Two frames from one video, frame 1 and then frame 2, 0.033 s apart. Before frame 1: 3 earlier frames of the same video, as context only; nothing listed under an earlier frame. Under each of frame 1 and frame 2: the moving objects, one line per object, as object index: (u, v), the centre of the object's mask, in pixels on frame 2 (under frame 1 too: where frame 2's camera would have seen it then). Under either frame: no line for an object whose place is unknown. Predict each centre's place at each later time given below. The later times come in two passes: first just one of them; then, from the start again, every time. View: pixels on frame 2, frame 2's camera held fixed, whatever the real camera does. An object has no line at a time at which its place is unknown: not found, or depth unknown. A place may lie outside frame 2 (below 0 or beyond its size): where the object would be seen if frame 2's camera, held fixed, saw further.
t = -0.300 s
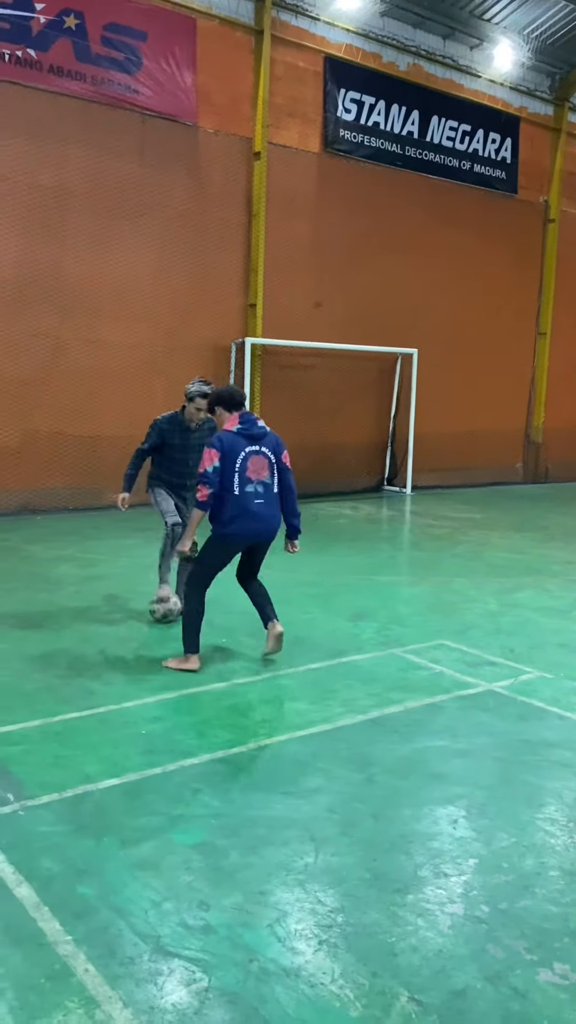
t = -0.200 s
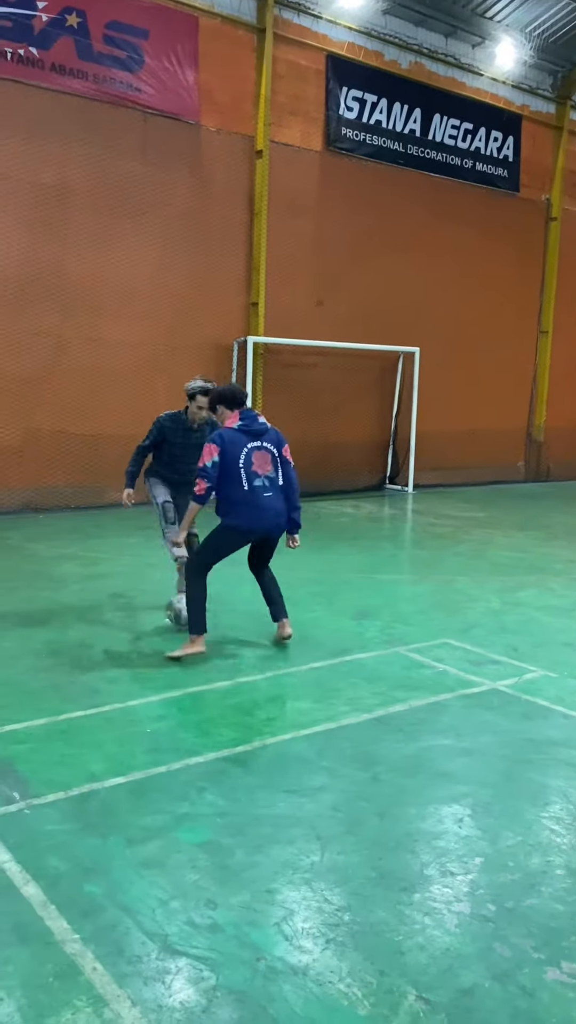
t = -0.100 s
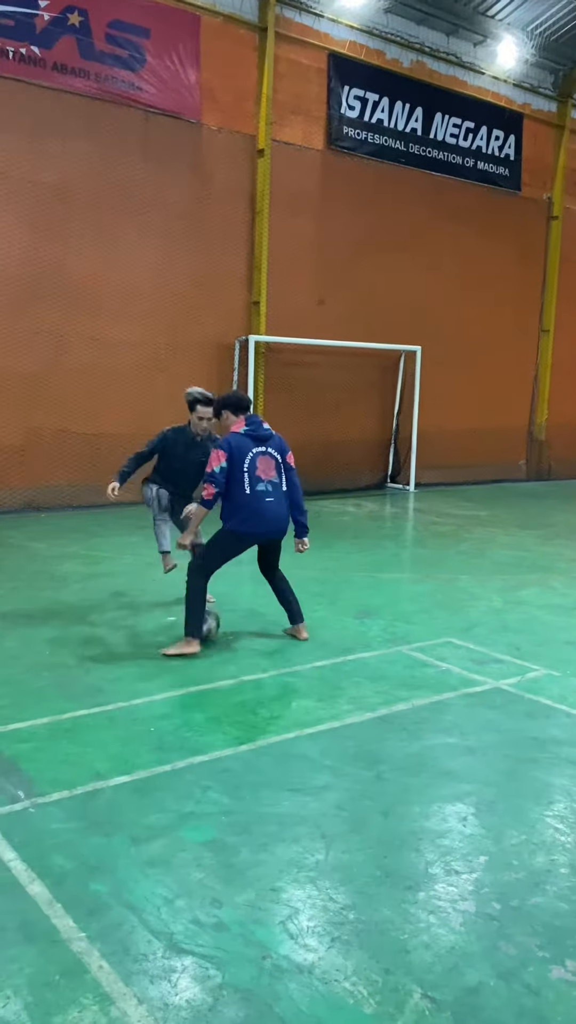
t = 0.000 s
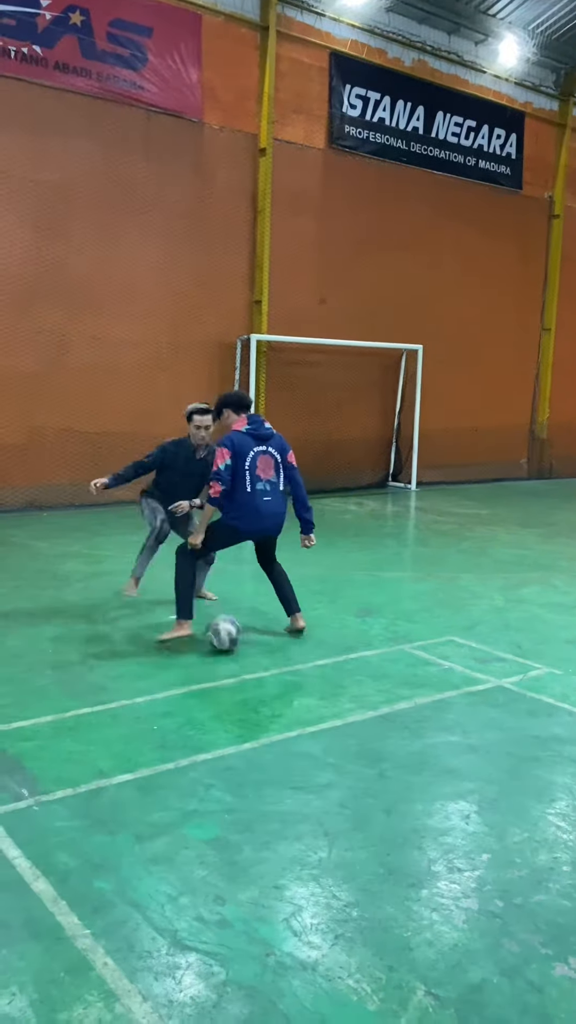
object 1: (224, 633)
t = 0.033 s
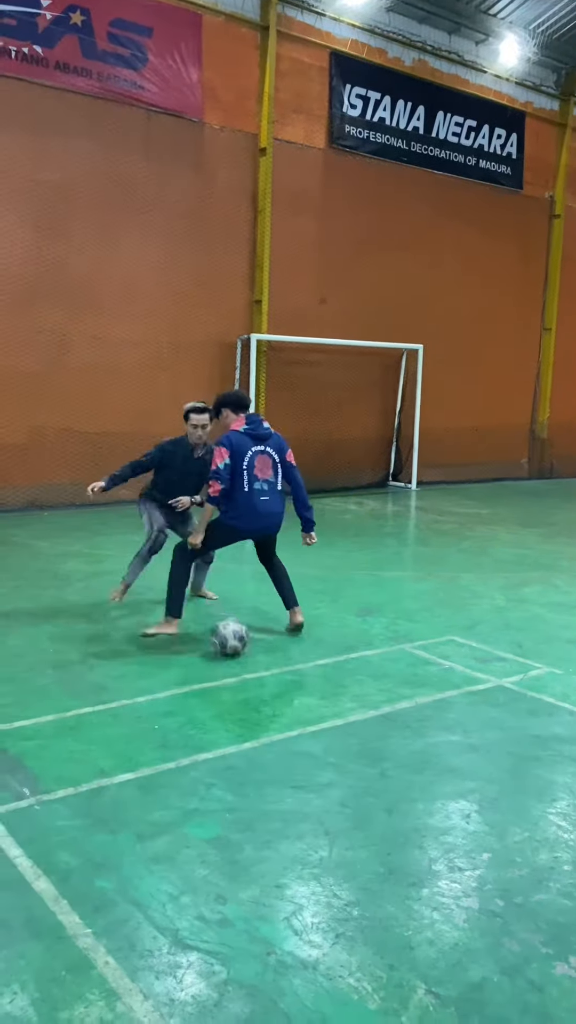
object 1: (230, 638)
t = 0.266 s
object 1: (280, 672)
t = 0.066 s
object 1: (237, 642)
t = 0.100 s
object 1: (243, 647)
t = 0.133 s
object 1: (250, 652)
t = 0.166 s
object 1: (258, 658)
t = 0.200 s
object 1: (265, 663)
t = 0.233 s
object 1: (272, 666)
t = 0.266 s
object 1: (280, 672)
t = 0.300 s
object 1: (289, 678)
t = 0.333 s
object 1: (296, 682)
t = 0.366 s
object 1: (305, 689)
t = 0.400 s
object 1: (315, 695)
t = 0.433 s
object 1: (322, 701)
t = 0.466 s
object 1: (332, 708)
